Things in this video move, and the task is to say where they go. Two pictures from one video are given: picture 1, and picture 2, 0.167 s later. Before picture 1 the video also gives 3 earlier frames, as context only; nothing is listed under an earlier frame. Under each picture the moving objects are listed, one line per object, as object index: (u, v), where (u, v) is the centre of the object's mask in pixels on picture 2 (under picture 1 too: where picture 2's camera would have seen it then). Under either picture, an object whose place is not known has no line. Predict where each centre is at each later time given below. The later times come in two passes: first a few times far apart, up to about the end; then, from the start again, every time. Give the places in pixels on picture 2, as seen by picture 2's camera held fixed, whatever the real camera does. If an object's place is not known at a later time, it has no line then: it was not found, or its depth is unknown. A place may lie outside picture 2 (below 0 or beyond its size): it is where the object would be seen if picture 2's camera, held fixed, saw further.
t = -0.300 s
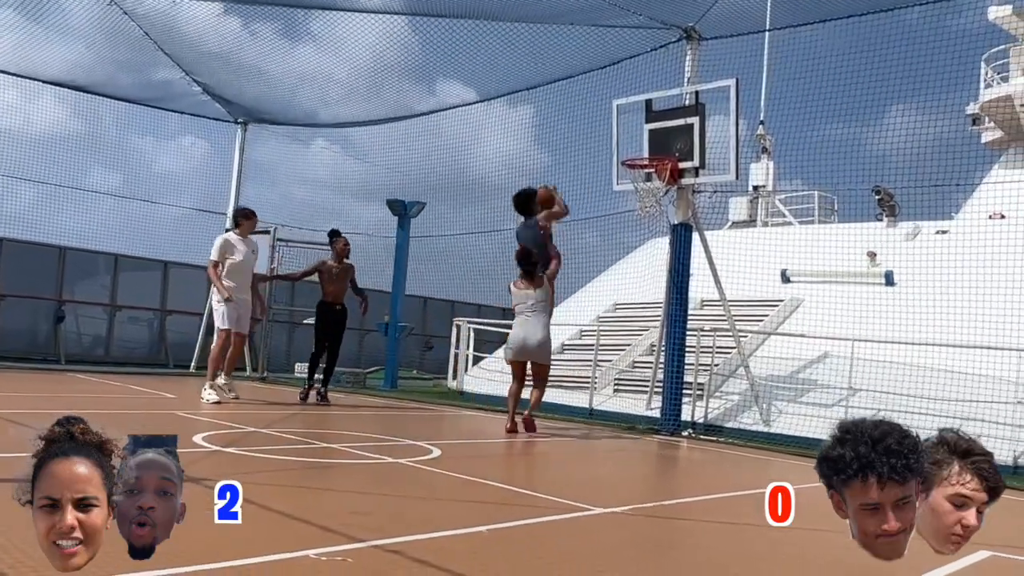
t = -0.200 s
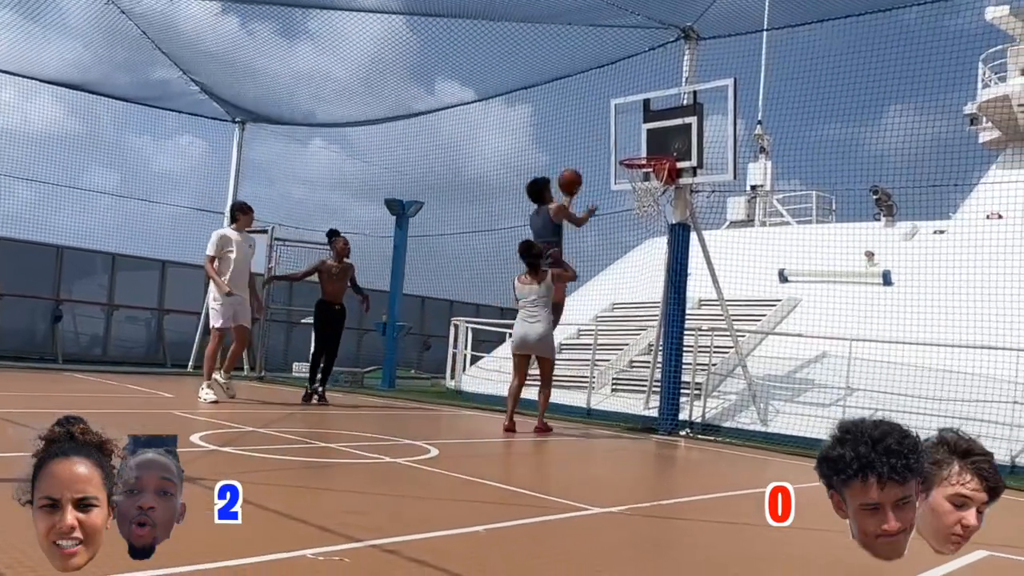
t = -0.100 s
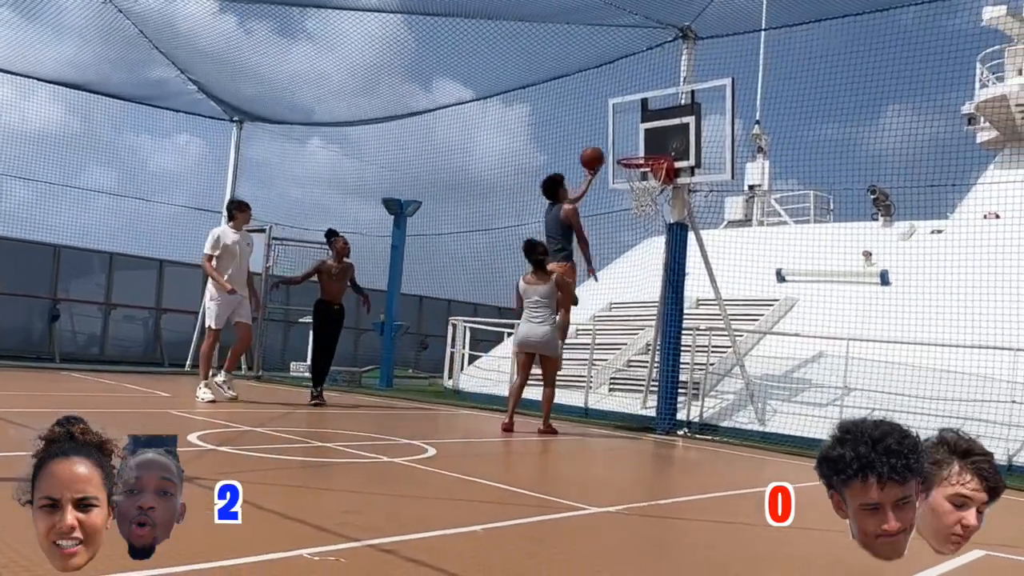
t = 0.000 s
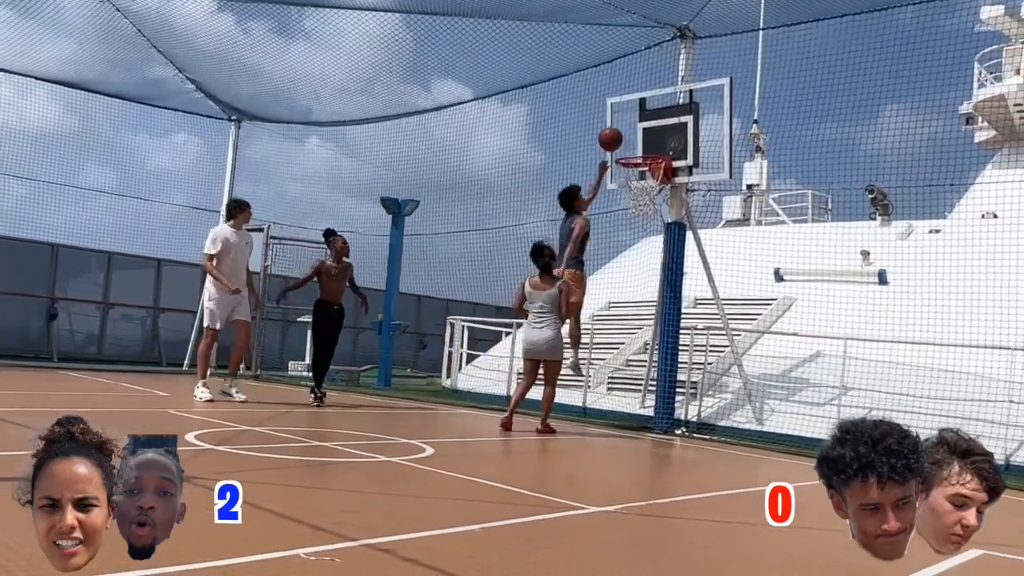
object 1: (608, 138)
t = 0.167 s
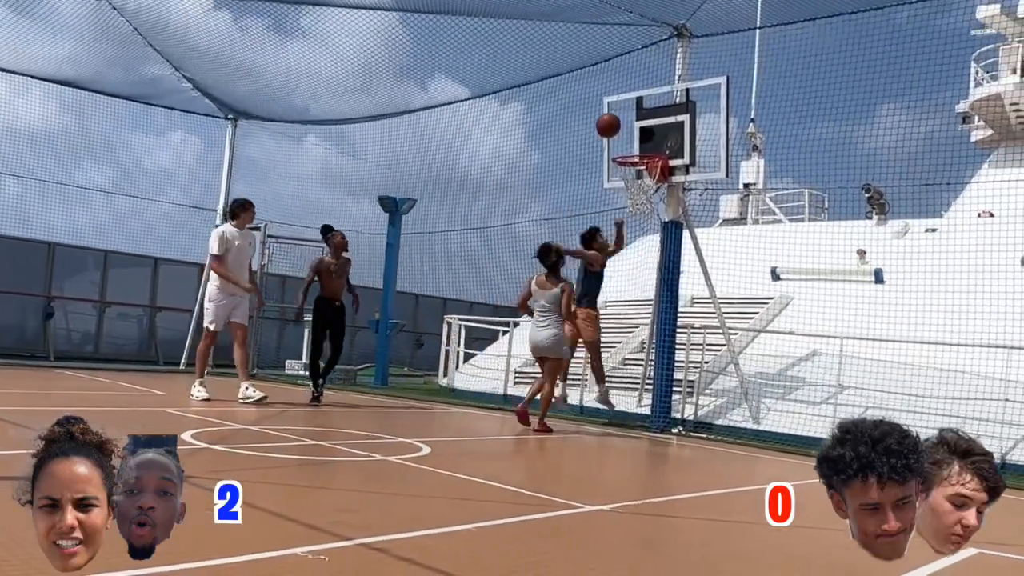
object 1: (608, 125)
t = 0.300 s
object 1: (606, 136)
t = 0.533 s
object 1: (586, 151)
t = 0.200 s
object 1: (608, 126)
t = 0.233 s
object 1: (607, 128)
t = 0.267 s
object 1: (606, 131)
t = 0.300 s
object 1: (606, 136)
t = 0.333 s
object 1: (605, 141)
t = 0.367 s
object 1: (604, 148)
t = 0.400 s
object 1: (601, 147)
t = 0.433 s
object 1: (597, 147)
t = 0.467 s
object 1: (594, 147)
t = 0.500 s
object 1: (590, 148)
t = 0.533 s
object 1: (586, 151)
